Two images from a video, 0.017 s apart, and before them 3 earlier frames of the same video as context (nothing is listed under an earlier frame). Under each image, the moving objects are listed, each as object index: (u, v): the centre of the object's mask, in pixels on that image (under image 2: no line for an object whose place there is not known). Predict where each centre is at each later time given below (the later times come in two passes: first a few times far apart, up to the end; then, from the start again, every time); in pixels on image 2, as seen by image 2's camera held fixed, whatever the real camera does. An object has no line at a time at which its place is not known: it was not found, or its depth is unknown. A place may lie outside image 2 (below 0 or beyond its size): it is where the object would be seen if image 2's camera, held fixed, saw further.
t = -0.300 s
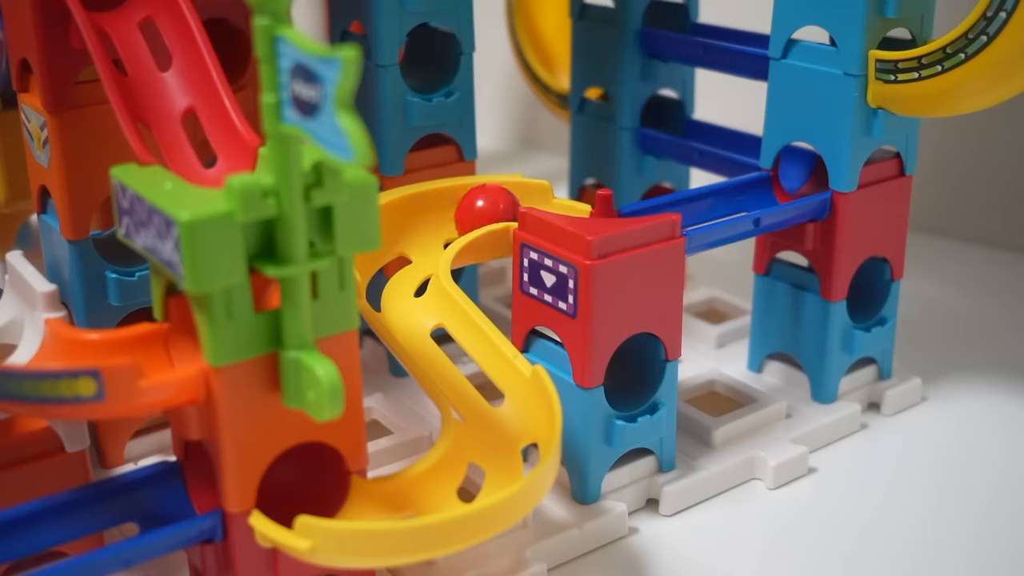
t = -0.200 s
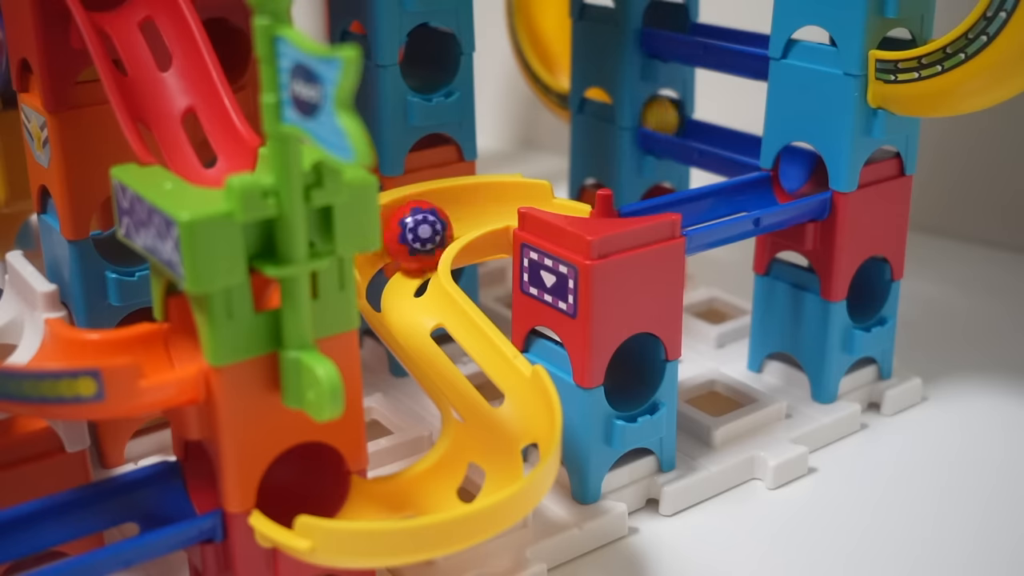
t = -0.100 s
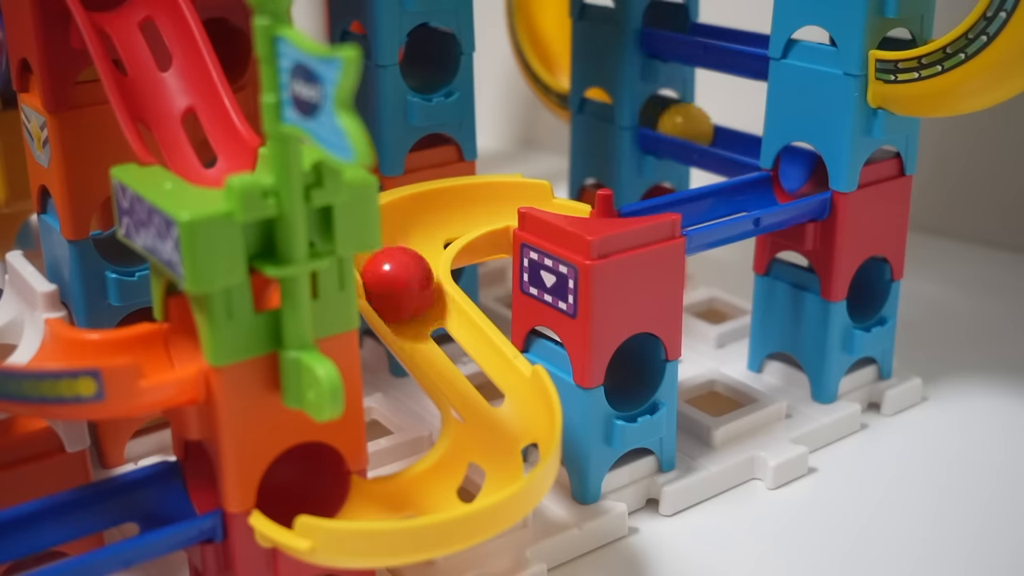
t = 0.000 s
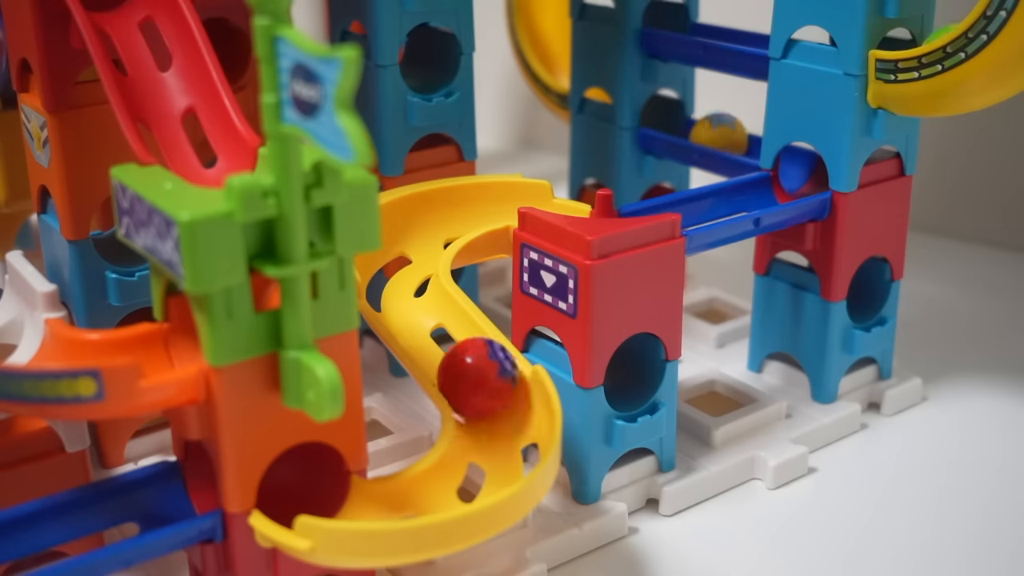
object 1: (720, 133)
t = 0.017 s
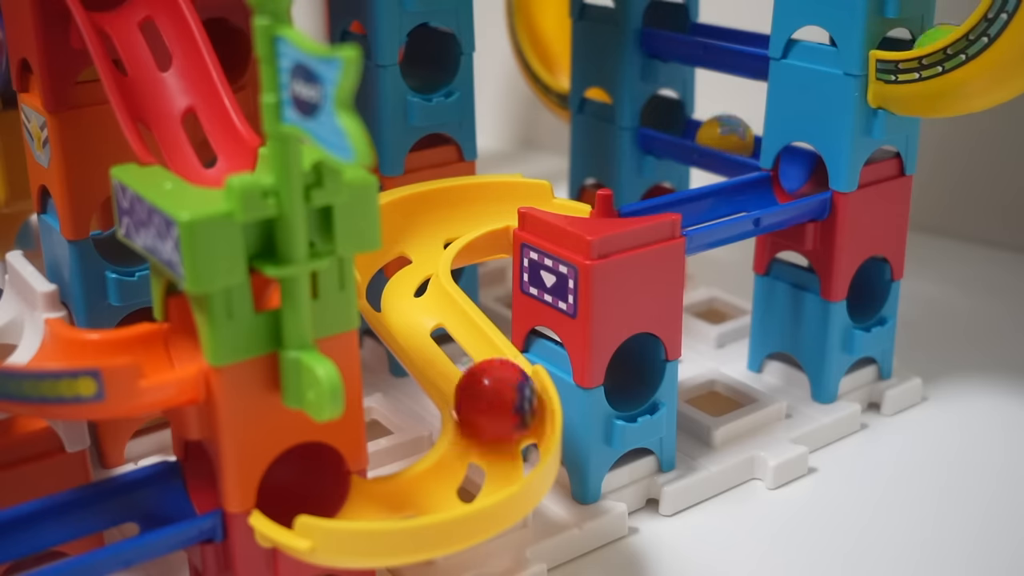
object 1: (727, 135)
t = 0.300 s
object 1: (804, 174)
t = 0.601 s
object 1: (726, 196)
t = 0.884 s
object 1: (628, 207)
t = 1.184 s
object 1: (507, 202)
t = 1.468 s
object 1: (430, 325)
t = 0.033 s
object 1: (733, 136)
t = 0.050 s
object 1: (736, 137)
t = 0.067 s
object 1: (740, 138)
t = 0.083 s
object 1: (743, 139)
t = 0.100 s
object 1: (746, 141)
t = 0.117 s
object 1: (749, 142)
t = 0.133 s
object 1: (751, 144)
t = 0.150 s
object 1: (790, 162)
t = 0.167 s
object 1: (787, 161)
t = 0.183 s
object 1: (800, 170)
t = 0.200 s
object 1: (801, 170)
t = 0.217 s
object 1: (801, 171)
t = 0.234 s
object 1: (801, 171)
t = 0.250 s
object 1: (802, 171)
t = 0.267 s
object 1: (803, 172)
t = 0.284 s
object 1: (804, 173)
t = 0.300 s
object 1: (804, 174)
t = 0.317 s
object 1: (804, 174)
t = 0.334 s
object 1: (803, 175)
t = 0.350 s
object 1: (802, 175)
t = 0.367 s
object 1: (800, 176)
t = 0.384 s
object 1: (797, 177)
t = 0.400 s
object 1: (793, 178)
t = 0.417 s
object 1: (789, 180)
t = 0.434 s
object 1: (783, 181)
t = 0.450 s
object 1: (777, 182)
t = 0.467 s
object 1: (772, 184)
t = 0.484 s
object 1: (767, 185)
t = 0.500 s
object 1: (762, 187)
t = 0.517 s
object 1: (755, 188)
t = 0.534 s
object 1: (750, 190)
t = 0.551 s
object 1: (743, 191)
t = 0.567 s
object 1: (738, 193)
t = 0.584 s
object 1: (732, 195)
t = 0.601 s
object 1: (726, 196)
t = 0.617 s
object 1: (721, 198)
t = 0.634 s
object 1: (715, 199)
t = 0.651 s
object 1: (709, 200)
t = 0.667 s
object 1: (704, 201)
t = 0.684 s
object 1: (700, 202)
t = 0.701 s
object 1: (695, 202)
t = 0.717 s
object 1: (690, 203)
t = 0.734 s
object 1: (685, 203)
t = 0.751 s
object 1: (679, 203)
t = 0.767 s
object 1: (673, 204)
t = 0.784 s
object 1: (667, 204)
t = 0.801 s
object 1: (662, 205)
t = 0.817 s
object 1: (654, 205)
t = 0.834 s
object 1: (645, 204)
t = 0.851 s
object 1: (640, 205)
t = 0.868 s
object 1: (634, 206)
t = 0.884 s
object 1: (628, 207)
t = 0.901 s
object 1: (621, 207)
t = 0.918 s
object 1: (616, 207)
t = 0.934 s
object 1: (607, 207)
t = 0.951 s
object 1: (601, 207)
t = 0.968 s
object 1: (594, 206)
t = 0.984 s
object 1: (586, 206)
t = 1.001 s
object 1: (580, 205)
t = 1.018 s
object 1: (575, 204)
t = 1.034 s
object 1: (570, 203)
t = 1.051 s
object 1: (565, 202)
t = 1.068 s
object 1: (560, 201)
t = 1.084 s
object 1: (557, 200)
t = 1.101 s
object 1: (551, 199)
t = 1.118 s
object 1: (545, 198)
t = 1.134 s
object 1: (537, 198)
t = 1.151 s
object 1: (527, 199)
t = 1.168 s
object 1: (517, 201)
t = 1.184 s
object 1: (507, 202)
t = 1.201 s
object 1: (497, 203)
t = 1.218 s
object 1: (486, 207)
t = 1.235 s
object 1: (476, 210)
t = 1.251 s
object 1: (463, 214)
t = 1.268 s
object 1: (449, 220)
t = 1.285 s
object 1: (437, 225)
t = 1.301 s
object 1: (427, 230)
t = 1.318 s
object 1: (417, 235)
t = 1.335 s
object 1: (411, 240)
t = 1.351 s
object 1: (406, 248)
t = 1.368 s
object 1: (400, 255)
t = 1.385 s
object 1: (396, 264)
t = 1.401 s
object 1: (395, 273)
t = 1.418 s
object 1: (397, 283)
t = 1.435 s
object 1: (405, 295)
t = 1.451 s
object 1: (416, 308)
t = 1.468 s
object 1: (430, 325)
